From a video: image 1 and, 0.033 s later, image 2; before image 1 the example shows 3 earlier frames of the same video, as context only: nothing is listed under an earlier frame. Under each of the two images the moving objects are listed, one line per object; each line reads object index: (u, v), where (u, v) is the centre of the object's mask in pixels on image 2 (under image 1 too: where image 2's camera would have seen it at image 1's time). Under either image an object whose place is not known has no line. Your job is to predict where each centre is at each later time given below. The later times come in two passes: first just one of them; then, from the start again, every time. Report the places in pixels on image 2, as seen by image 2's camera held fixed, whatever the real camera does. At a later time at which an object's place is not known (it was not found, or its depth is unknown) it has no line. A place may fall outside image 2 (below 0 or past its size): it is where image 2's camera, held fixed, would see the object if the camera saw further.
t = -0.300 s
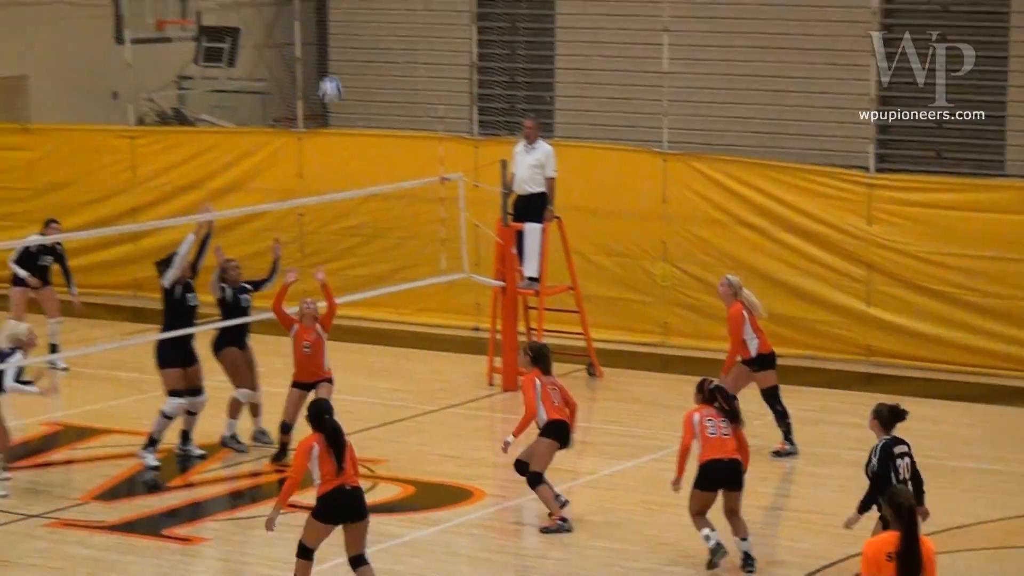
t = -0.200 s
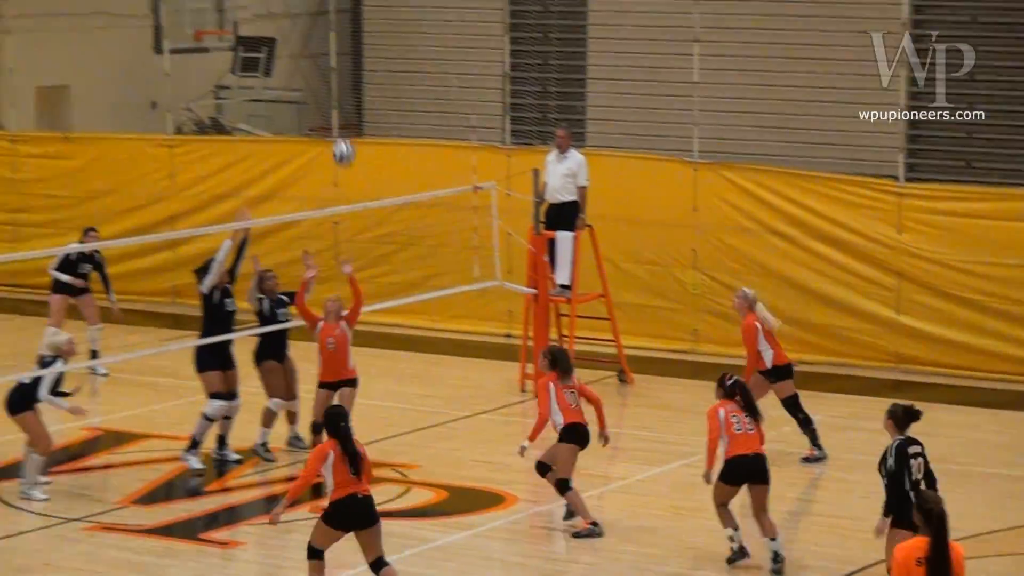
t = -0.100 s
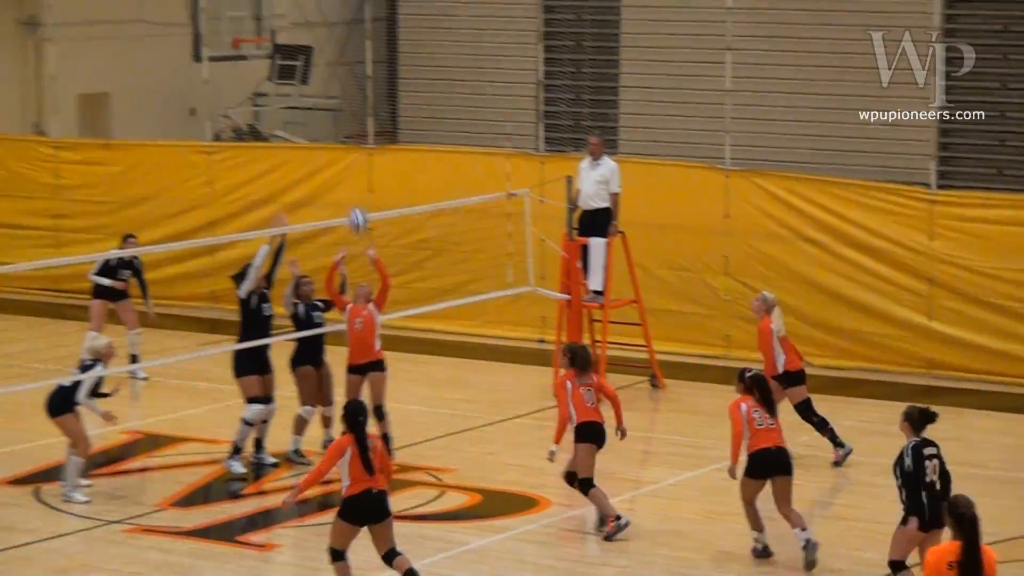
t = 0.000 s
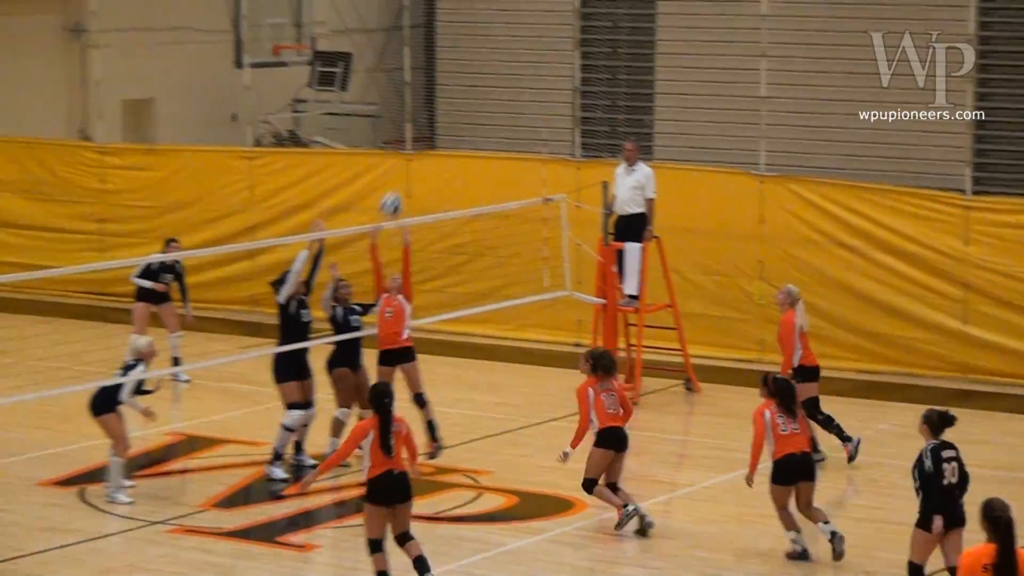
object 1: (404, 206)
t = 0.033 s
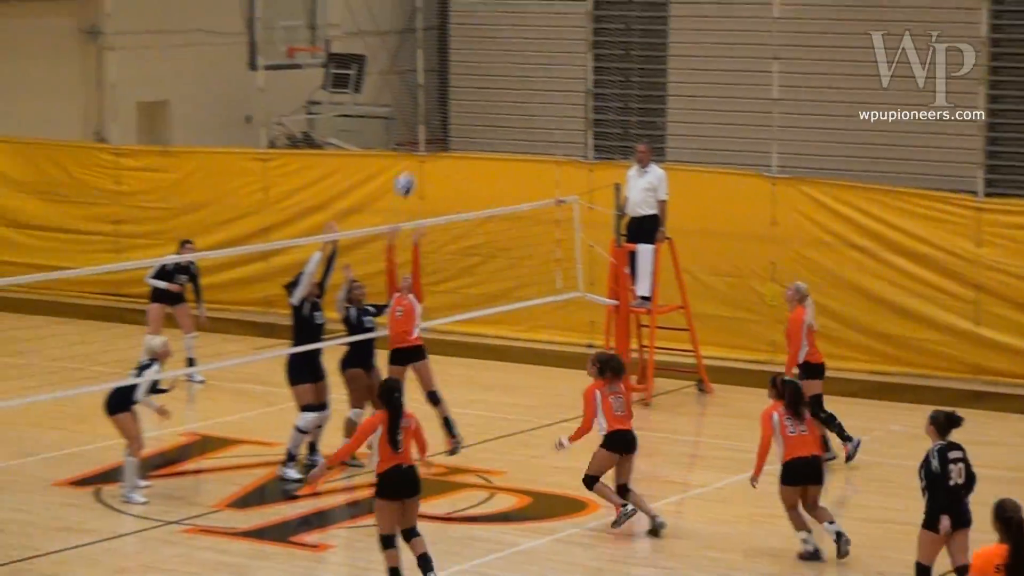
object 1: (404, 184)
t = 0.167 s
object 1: (404, 111)
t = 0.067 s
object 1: (404, 164)
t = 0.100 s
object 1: (404, 144)
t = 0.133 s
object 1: (403, 127)
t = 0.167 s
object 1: (404, 111)
